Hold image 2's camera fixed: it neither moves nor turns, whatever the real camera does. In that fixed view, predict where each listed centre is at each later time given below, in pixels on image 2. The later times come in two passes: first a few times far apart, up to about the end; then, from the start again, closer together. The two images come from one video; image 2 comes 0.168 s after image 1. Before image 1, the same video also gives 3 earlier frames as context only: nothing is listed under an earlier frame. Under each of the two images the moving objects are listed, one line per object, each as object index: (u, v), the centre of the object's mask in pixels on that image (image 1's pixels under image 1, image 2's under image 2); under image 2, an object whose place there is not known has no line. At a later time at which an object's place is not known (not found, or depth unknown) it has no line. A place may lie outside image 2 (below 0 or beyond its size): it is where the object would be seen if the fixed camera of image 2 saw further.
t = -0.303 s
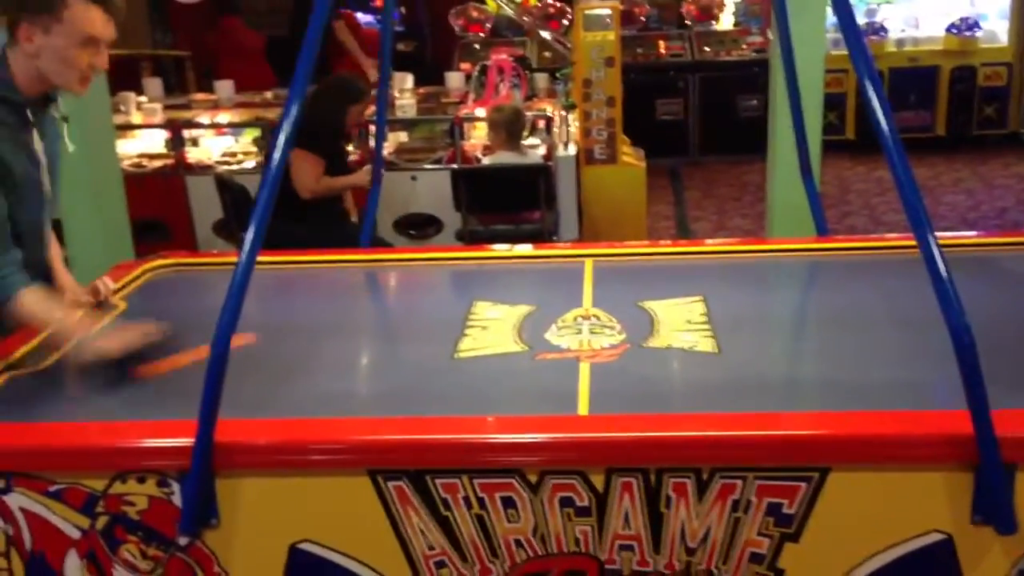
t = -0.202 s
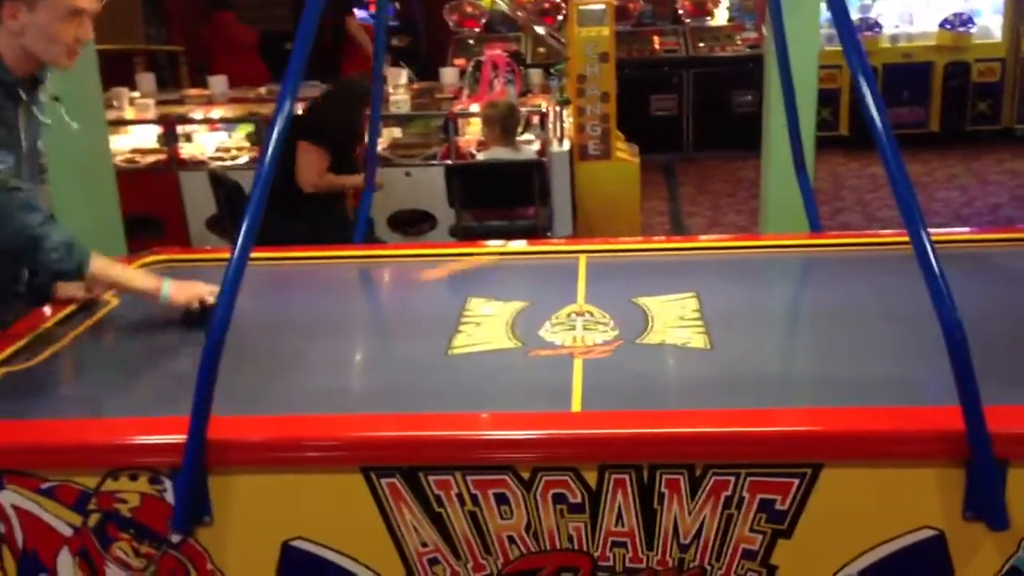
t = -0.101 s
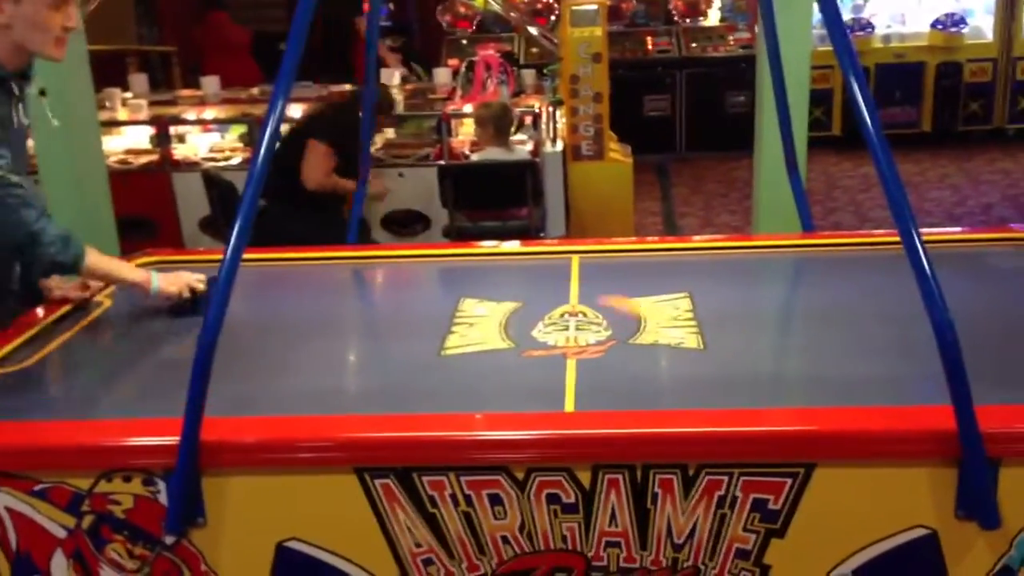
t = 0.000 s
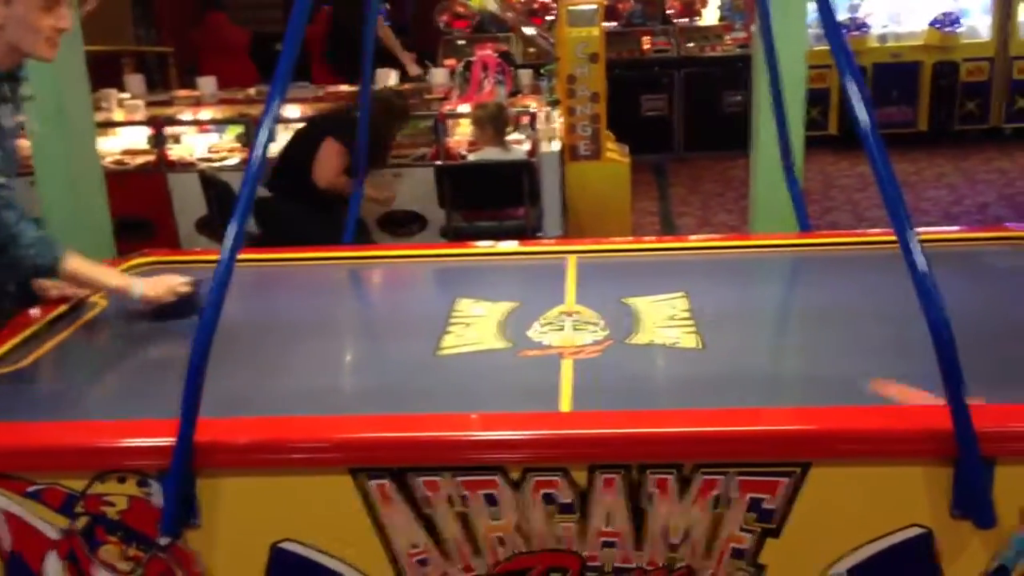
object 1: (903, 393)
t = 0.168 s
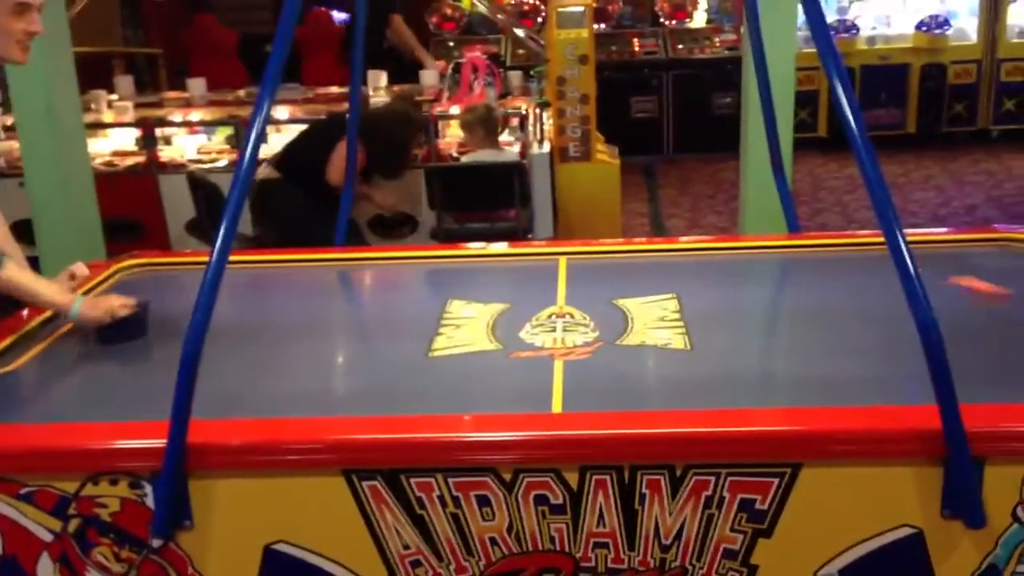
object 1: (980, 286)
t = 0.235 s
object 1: (881, 255)
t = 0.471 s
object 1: (798, 344)
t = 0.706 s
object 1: (664, 349)
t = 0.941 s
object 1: (558, 261)
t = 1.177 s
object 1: (454, 320)
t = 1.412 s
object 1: (318, 407)
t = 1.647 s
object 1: (283, 353)
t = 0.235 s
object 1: (881, 255)
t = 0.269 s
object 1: (866, 250)
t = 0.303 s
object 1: (853, 261)
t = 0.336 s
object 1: (844, 275)
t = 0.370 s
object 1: (834, 291)
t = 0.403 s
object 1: (823, 307)
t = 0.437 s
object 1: (812, 325)
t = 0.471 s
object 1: (798, 344)
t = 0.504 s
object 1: (785, 365)
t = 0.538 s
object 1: (769, 389)
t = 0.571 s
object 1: (754, 402)
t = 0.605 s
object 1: (725, 395)
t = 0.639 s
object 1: (703, 378)
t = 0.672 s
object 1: (682, 362)
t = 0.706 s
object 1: (664, 349)
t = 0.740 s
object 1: (639, 331)
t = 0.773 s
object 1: (621, 316)
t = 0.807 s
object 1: (609, 304)
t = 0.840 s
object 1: (595, 292)
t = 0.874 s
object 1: (583, 281)
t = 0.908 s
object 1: (569, 270)
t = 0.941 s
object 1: (558, 261)
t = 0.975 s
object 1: (545, 261)
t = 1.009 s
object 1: (532, 269)
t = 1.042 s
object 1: (518, 278)
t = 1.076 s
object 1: (504, 287)
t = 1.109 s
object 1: (491, 295)
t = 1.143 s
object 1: (483, 301)
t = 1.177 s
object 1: (454, 320)
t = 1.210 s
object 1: (437, 330)
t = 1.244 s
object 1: (421, 341)
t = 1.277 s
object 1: (403, 353)
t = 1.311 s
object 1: (383, 367)
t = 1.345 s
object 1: (362, 380)
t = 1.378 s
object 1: (339, 395)
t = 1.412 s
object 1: (318, 407)
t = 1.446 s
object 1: (296, 414)
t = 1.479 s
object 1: (292, 407)
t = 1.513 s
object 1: (289, 396)
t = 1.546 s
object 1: (287, 385)
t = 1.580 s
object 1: (286, 374)
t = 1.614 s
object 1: (285, 363)
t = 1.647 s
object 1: (283, 353)
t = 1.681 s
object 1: (282, 343)
